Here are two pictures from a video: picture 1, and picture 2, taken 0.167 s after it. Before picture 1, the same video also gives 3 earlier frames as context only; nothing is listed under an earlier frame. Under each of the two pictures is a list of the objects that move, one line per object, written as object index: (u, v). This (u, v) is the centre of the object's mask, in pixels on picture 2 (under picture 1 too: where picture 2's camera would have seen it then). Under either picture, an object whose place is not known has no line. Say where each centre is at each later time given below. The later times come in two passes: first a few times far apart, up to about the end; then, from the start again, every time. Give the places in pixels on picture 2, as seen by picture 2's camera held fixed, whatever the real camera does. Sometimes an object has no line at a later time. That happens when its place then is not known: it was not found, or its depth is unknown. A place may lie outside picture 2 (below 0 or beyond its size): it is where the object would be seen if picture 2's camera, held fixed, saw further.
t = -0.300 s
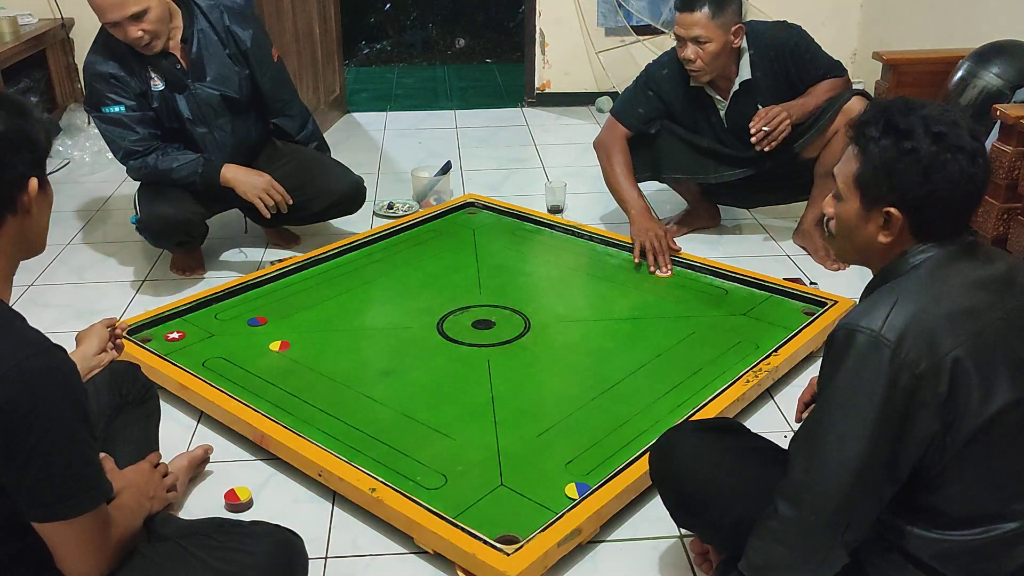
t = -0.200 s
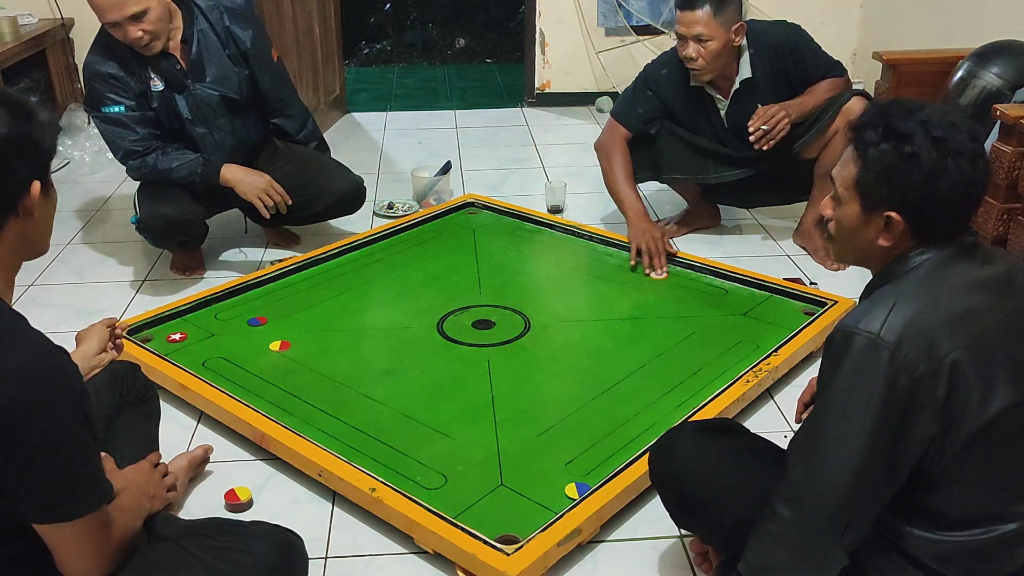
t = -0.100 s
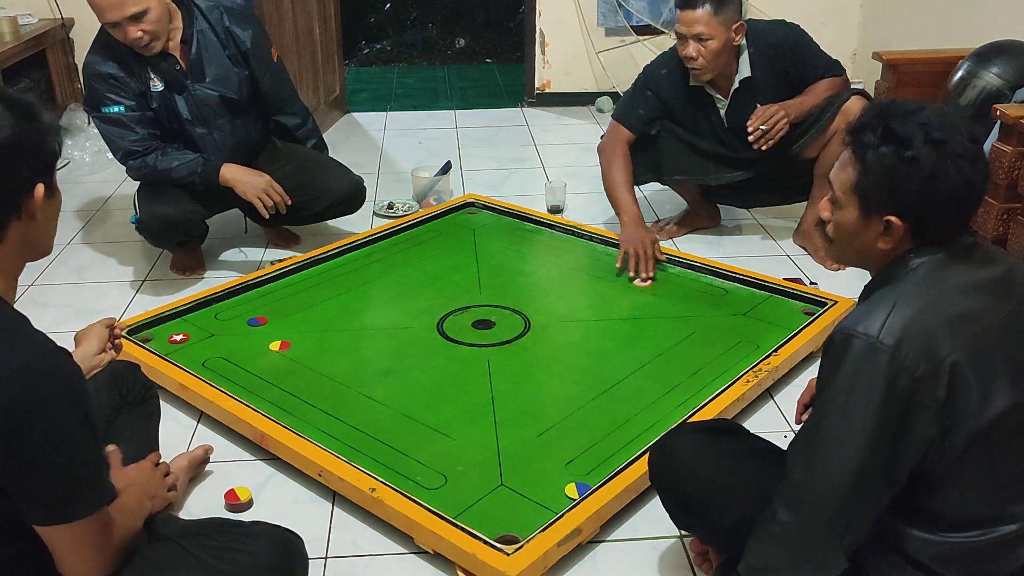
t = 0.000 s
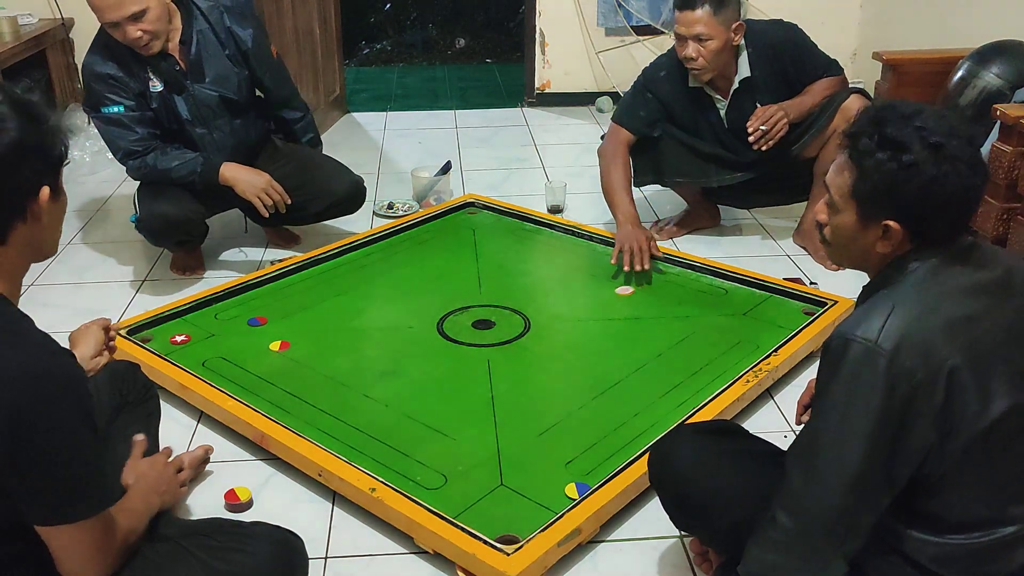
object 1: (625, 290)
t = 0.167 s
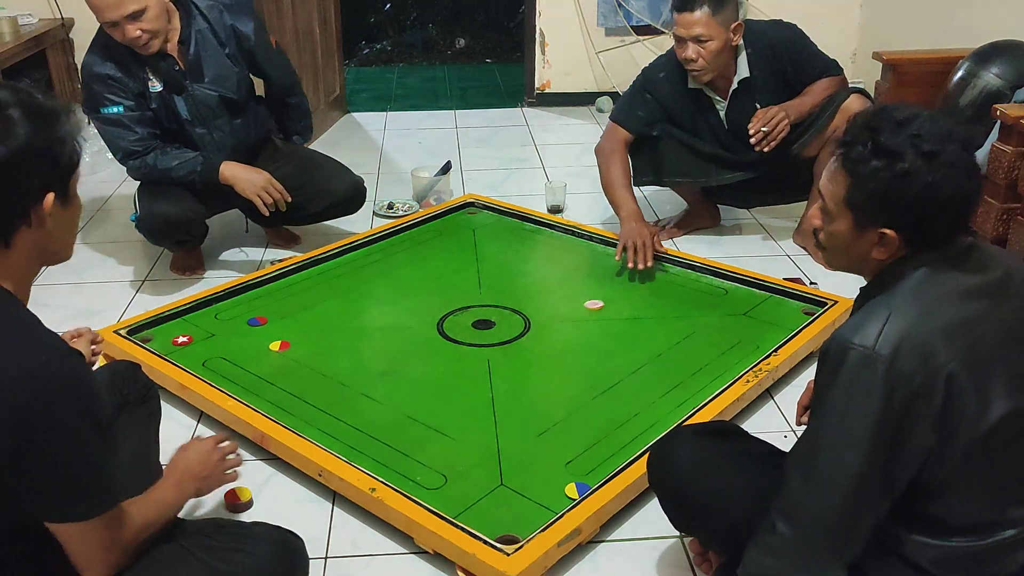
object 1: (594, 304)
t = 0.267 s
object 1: (575, 313)
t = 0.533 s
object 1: (525, 335)
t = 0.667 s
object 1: (499, 346)
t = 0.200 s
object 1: (588, 307)
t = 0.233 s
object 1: (582, 310)
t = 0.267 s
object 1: (575, 313)
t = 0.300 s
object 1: (569, 316)
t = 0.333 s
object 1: (563, 318)
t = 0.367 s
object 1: (557, 321)
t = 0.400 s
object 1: (550, 324)
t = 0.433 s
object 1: (544, 327)
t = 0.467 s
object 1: (538, 329)
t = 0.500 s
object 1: (531, 332)
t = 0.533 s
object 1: (525, 335)
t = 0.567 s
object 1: (518, 338)
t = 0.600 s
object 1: (512, 341)
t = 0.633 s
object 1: (506, 343)
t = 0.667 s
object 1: (499, 346)
